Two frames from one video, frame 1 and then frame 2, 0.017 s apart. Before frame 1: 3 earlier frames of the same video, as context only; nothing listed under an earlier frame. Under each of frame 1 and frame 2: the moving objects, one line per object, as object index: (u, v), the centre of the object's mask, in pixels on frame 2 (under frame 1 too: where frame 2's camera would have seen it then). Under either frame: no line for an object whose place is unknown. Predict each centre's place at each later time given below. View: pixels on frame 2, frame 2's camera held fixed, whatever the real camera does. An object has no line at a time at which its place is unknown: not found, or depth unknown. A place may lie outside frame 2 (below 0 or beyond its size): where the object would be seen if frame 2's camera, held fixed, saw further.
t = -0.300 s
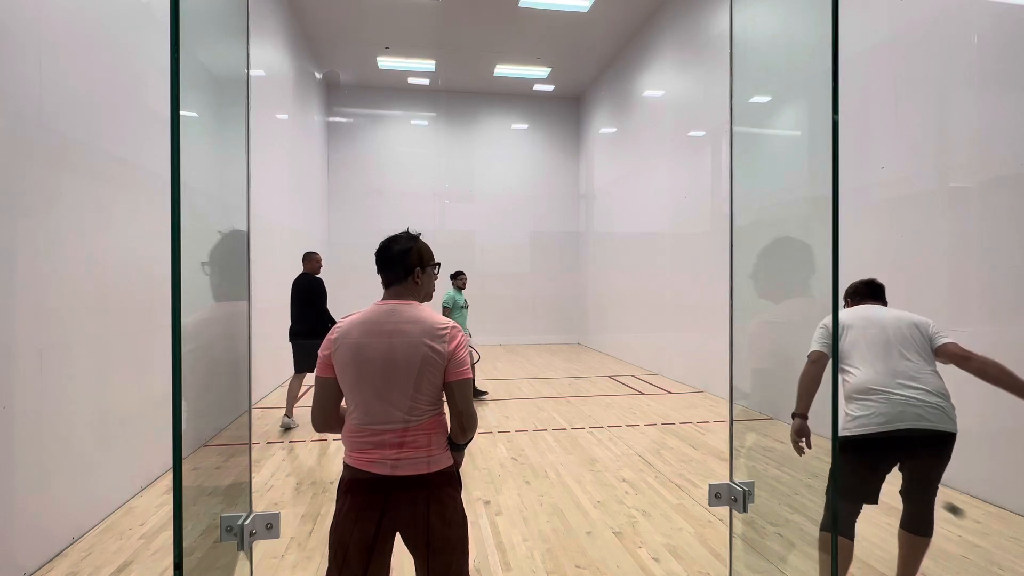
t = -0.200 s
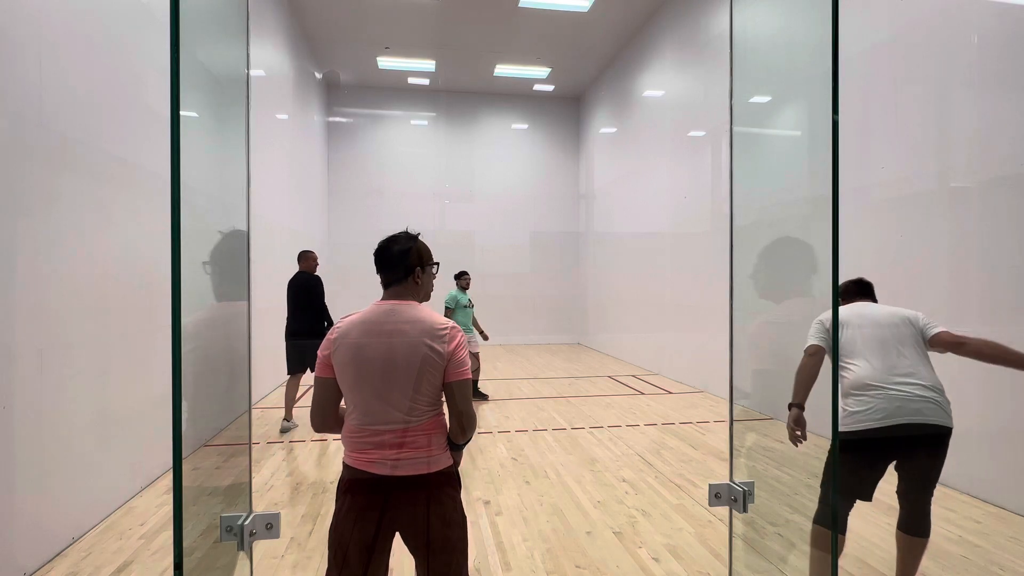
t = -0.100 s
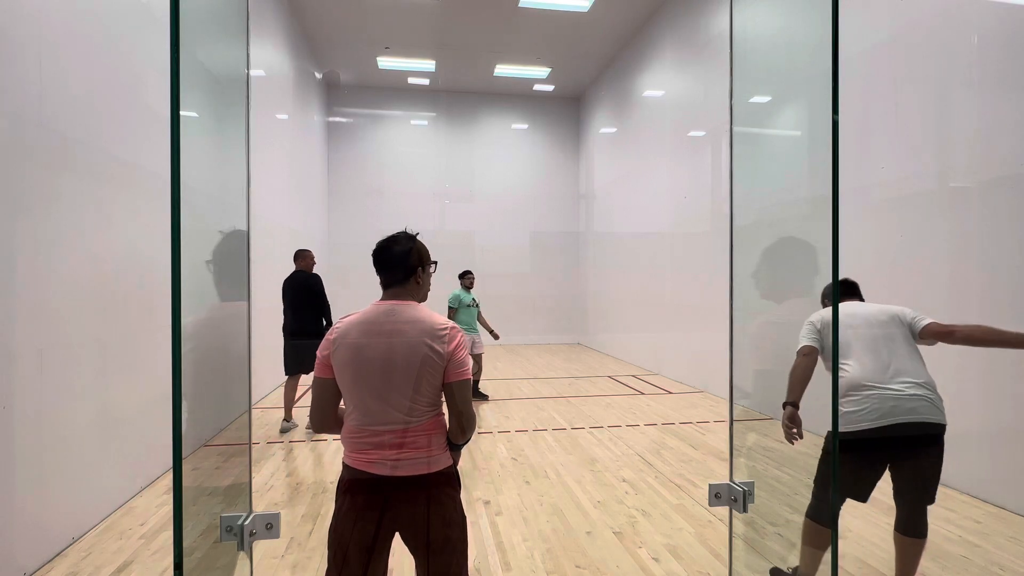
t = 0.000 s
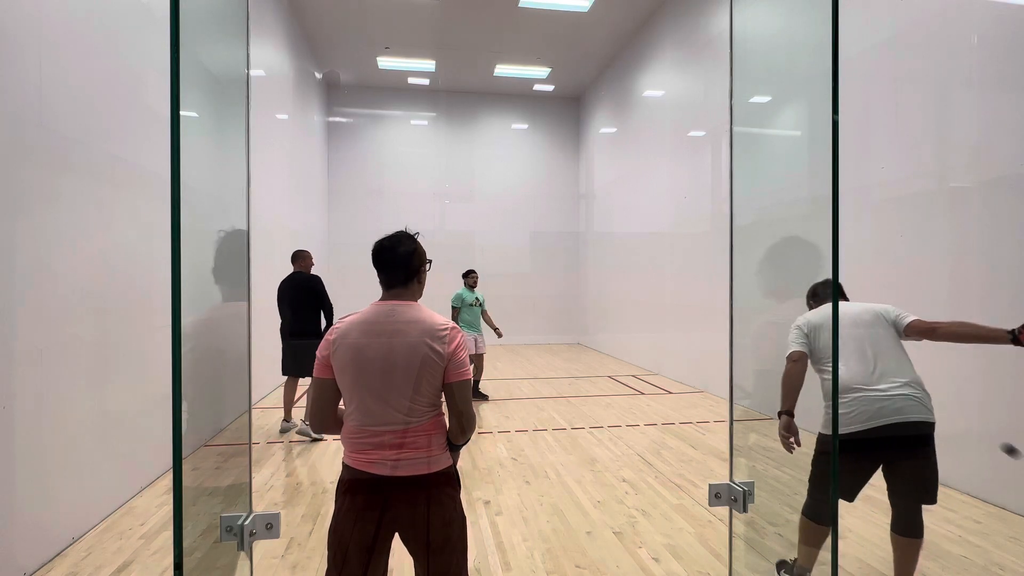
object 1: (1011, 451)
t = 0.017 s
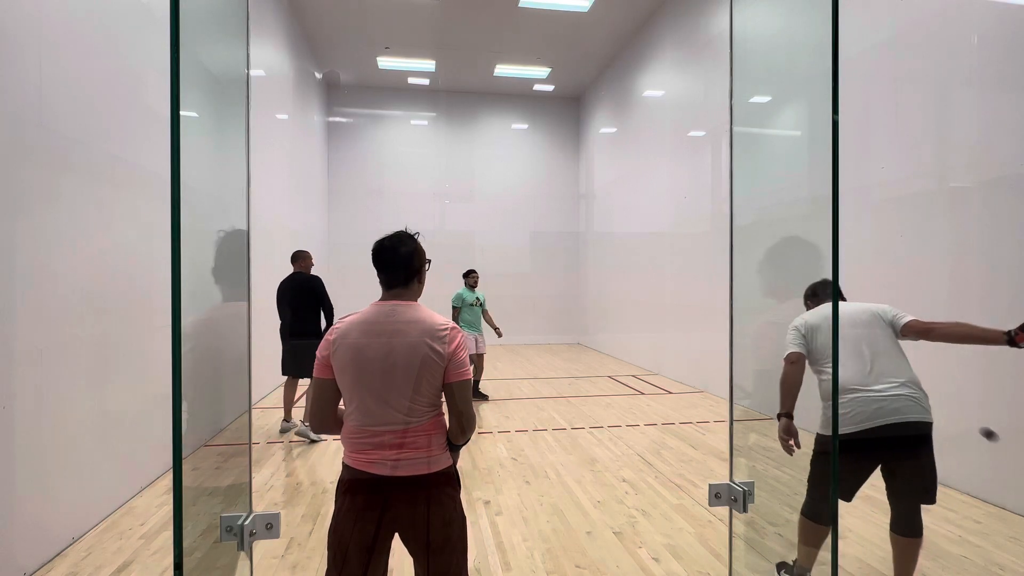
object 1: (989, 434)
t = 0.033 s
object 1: (969, 420)
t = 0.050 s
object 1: (950, 406)
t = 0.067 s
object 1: (933, 395)
